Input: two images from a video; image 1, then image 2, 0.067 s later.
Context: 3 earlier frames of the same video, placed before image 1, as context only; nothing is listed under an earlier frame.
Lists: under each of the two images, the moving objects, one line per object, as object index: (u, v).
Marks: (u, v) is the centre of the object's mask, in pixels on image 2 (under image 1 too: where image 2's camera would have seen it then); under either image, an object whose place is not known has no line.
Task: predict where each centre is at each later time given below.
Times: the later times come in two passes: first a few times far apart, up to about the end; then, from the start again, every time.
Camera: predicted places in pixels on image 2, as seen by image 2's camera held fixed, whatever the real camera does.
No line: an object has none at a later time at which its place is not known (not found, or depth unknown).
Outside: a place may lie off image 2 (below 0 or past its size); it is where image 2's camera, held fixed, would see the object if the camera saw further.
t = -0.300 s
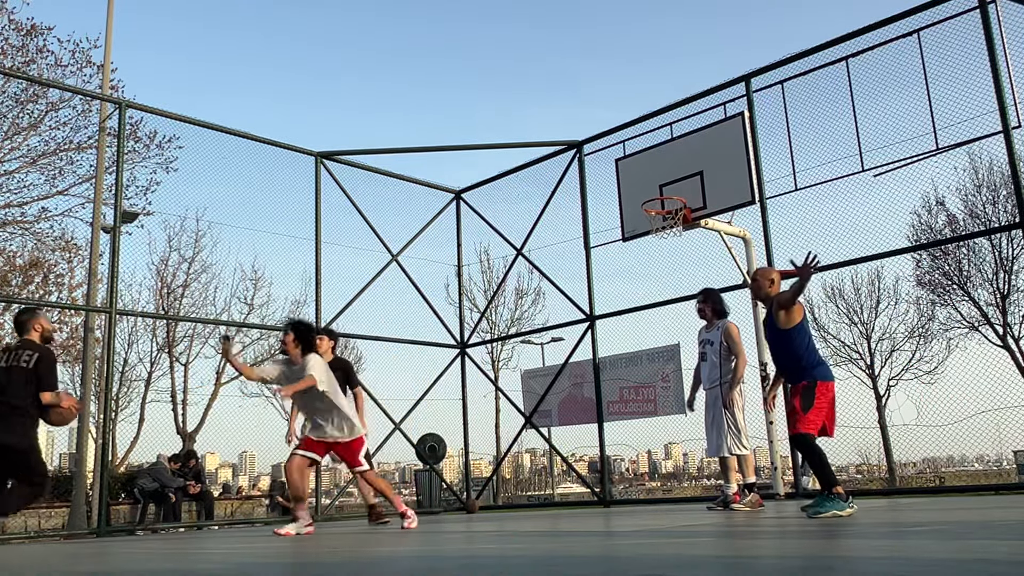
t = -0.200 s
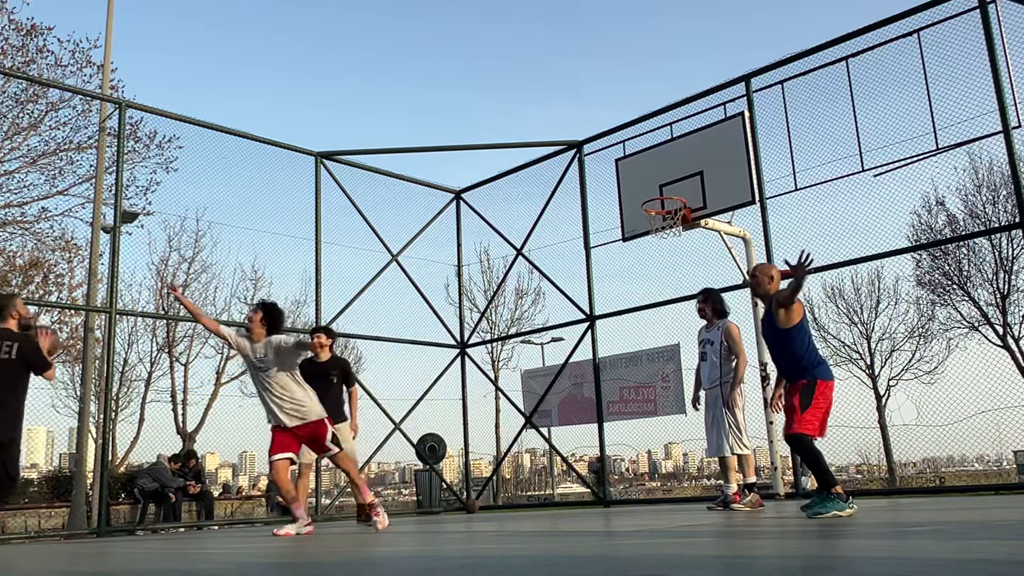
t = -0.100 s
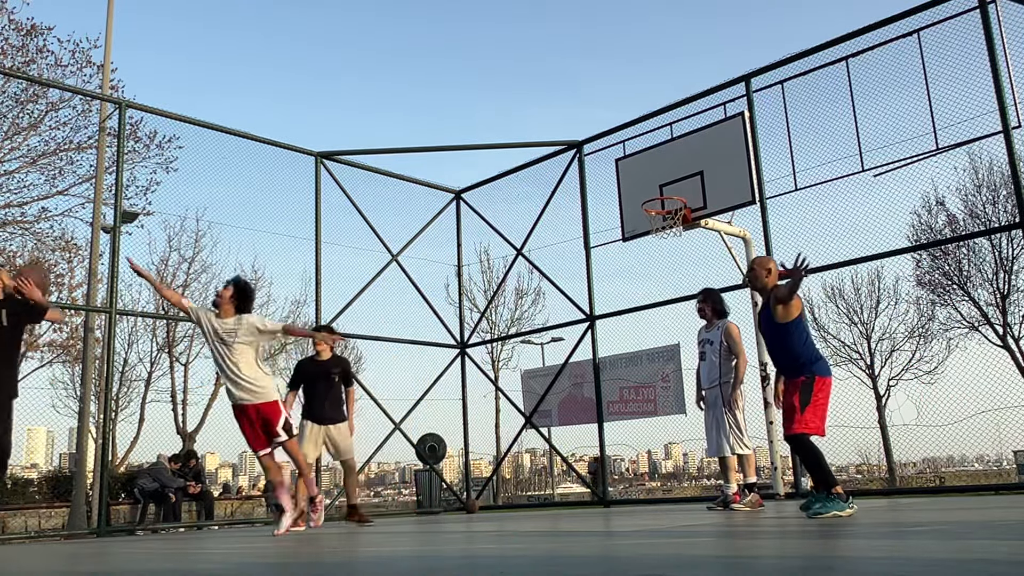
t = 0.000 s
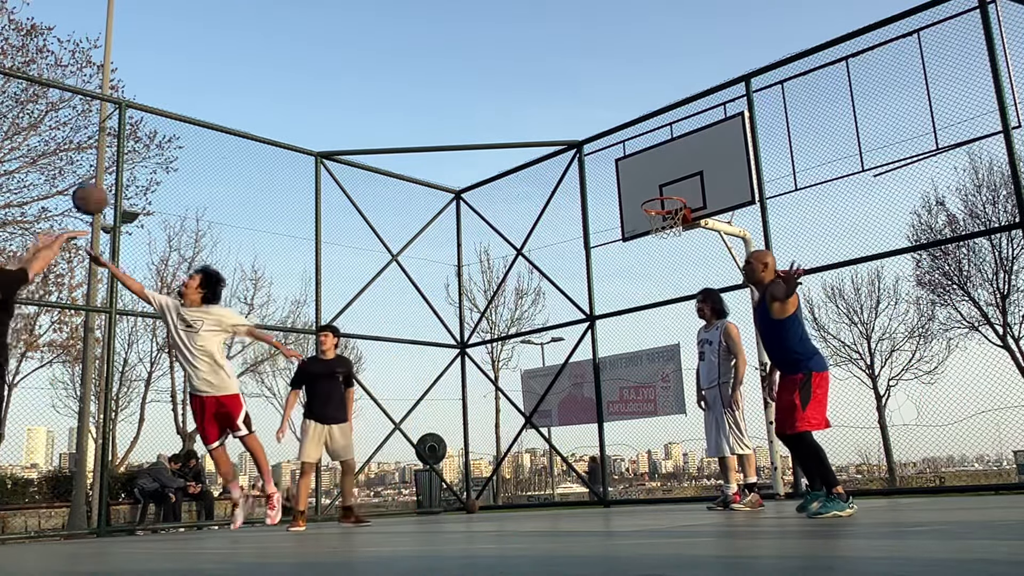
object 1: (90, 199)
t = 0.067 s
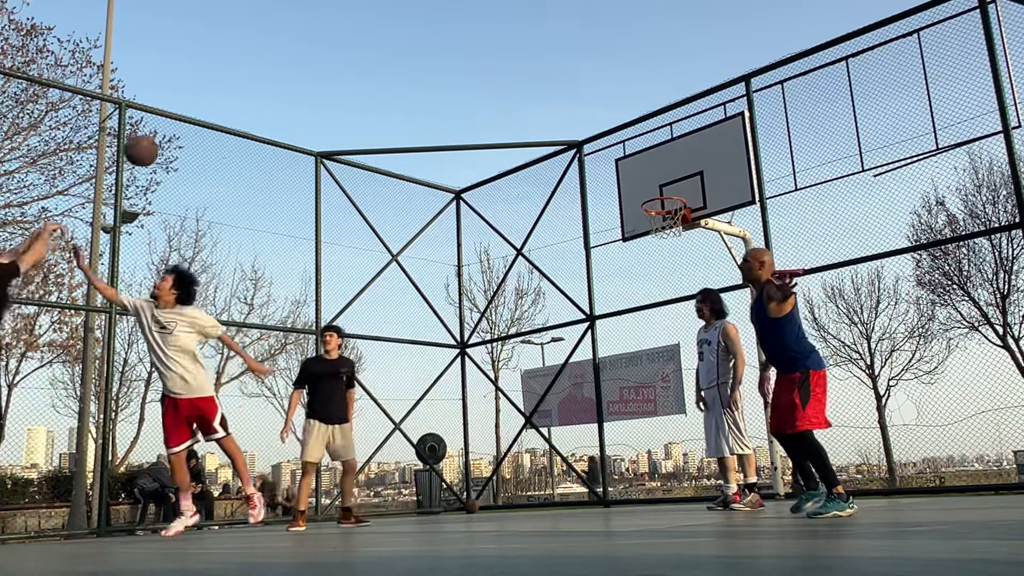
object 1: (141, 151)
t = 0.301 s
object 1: (288, 46)
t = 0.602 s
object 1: (433, 16)
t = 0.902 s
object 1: (552, 66)
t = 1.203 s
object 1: (658, 181)
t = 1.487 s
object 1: (648, 178)
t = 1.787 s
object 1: (593, 173)
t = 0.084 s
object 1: (153, 140)
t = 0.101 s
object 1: (165, 130)
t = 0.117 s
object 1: (176, 120)
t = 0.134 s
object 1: (188, 111)
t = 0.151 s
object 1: (199, 103)
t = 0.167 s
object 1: (209, 95)
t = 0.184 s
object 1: (220, 87)
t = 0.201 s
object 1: (230, 80)
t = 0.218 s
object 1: (241, 74)
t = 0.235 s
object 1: (250, 67)
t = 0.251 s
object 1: (260, 61)
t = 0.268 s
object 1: (270, 56)
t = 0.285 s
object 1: (279, 51)
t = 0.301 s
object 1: (288, 46)
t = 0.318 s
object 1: (298, 42)
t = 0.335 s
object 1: (306, 38)
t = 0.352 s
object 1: (315, 34)
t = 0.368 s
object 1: (324, 31)
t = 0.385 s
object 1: (332, 28)
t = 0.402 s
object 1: (341, 25)
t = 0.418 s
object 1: (349, 23)
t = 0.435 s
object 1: (357, 21)
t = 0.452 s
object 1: (365, 19)
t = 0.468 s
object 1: (373, 18)
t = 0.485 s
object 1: (381, 16)
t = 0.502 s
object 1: (389, 15)
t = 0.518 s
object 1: (397, 15)
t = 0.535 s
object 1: (404, 14)
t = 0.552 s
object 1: (412, 14)
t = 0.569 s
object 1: (419, 15)
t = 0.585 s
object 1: (426, 15)
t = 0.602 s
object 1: (433, 16)
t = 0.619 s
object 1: (440, 17)
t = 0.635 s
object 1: (447, 18)
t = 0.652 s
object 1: (454, 19)
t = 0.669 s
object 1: (461, 21)
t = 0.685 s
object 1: (468, 23)
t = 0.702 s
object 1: (475, 25)
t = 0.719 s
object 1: (481, 27)
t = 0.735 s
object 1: (488, 30)
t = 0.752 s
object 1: (495, 32)
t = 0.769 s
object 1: (501, 35)
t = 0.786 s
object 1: (508, 39)
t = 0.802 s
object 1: (514, 42)
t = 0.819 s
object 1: (521, 46)
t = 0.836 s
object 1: (527, 49)
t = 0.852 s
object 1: (533, 53)
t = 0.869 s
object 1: (540, 57)
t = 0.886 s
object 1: (546, 62)
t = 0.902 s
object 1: (552, 66)
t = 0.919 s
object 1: (558, 71)
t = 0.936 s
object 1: (564, 76)
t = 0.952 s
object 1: (571, 81)
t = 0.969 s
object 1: (576, 87)
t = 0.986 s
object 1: (583, 92)
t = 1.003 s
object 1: (588, 98)
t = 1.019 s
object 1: (594, 104)
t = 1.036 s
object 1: (600, 110)
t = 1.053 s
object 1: (606, 116)
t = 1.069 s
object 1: (612, 123)
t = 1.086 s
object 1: (618, 129)
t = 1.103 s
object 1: (624, 136)
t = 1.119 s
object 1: (630, 144)
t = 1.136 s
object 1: (635, 151)
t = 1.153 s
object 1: (641, 158)
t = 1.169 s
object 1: (647, 166)
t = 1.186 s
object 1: (653, 173)
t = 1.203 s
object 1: (658, 181)
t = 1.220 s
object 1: (665, 188)
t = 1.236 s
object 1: (670, 192)
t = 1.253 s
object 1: (669, 200)
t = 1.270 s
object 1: (663, 201)
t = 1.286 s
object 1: (654, 200)
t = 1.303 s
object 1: (652, 199)
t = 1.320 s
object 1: (657, 200)
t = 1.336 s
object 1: (665, 201)
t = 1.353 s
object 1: (670, 203)
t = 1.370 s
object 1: (670, 202)
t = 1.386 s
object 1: (667, 197)
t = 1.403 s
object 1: (664, 190)
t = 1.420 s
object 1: (662, 189)
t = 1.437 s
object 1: (658, 186)
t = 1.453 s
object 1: (655, 184)
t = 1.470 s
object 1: (651, 181)
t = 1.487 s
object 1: (648, 178)
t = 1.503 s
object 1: (645, 176)
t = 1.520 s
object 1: (642, 174)
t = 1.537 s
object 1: (639, 172)
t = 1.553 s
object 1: (635, 171)
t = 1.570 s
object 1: (632, 169)
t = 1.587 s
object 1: (629, 168)
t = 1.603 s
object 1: (627, 167)
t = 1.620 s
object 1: (623, 167)
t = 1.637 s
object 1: (620, 166)
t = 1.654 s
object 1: (616, 166)
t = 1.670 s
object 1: (614, 166)
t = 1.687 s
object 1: (611, 166)
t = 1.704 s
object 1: (608, 166)
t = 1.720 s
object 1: (605, 167)
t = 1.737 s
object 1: (601, 168)
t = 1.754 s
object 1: (598, 169)
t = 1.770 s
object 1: (595, 171)
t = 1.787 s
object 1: (593, 173)
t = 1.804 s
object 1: (590, 175)
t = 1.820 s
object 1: (586, 177)
